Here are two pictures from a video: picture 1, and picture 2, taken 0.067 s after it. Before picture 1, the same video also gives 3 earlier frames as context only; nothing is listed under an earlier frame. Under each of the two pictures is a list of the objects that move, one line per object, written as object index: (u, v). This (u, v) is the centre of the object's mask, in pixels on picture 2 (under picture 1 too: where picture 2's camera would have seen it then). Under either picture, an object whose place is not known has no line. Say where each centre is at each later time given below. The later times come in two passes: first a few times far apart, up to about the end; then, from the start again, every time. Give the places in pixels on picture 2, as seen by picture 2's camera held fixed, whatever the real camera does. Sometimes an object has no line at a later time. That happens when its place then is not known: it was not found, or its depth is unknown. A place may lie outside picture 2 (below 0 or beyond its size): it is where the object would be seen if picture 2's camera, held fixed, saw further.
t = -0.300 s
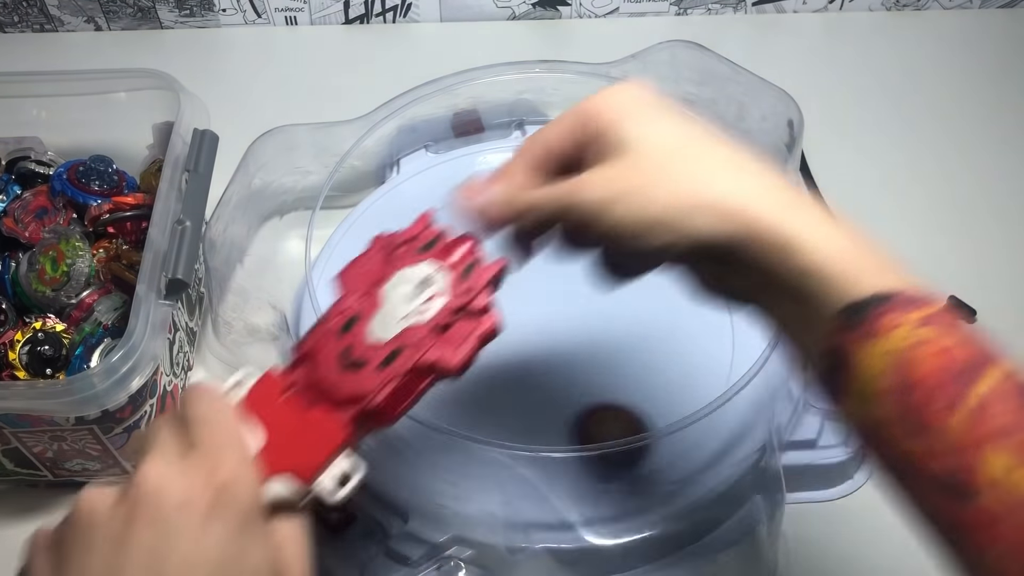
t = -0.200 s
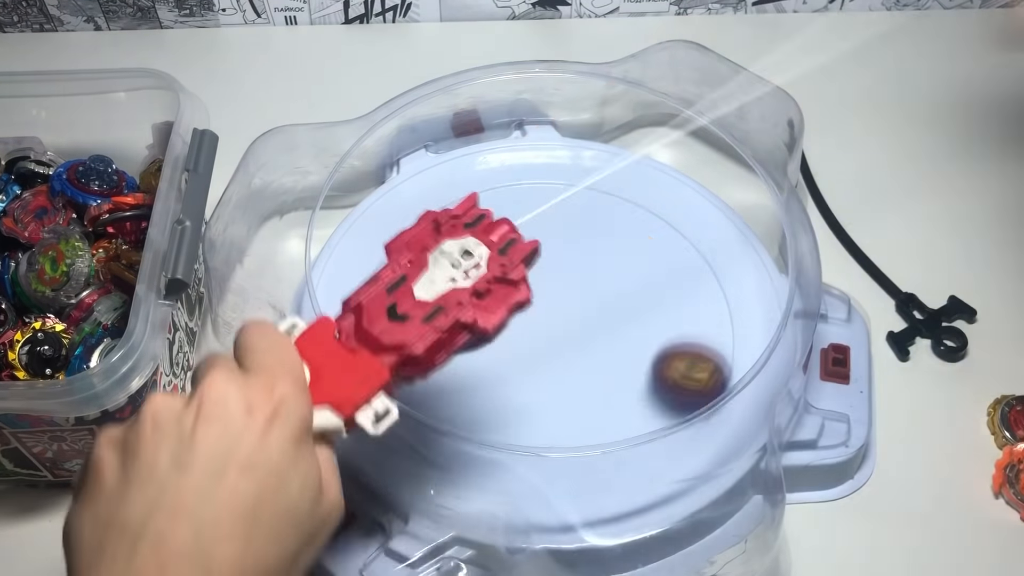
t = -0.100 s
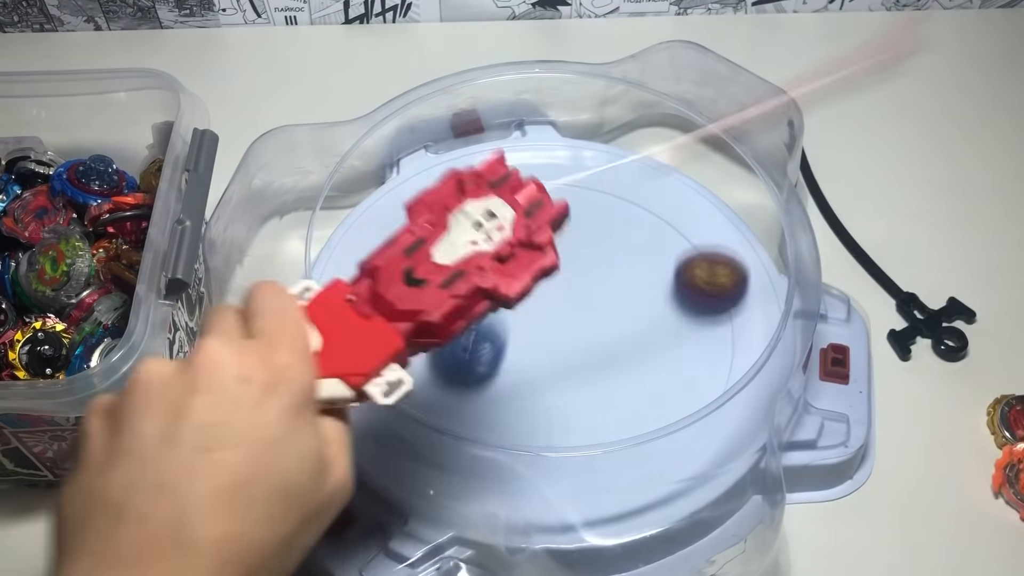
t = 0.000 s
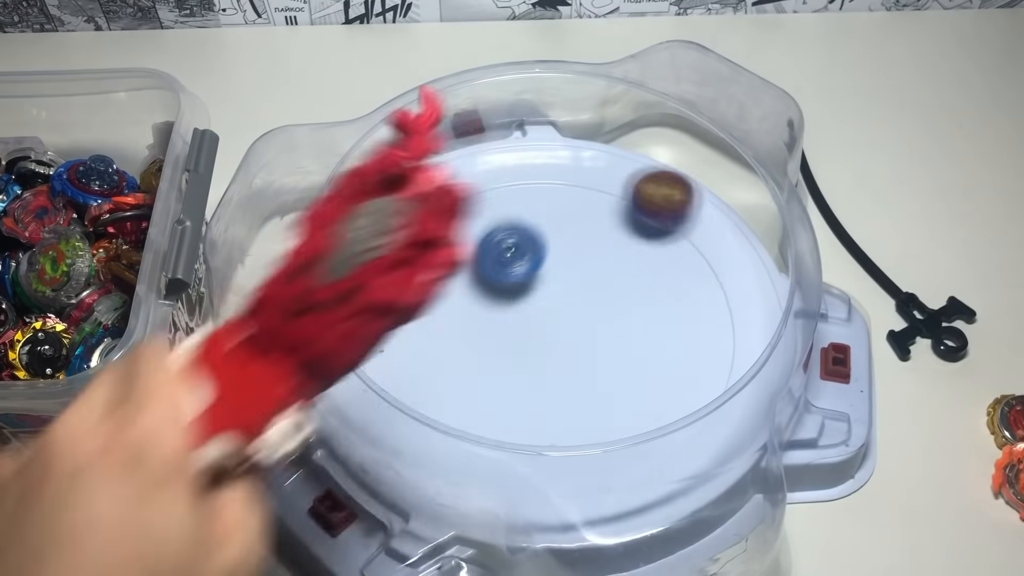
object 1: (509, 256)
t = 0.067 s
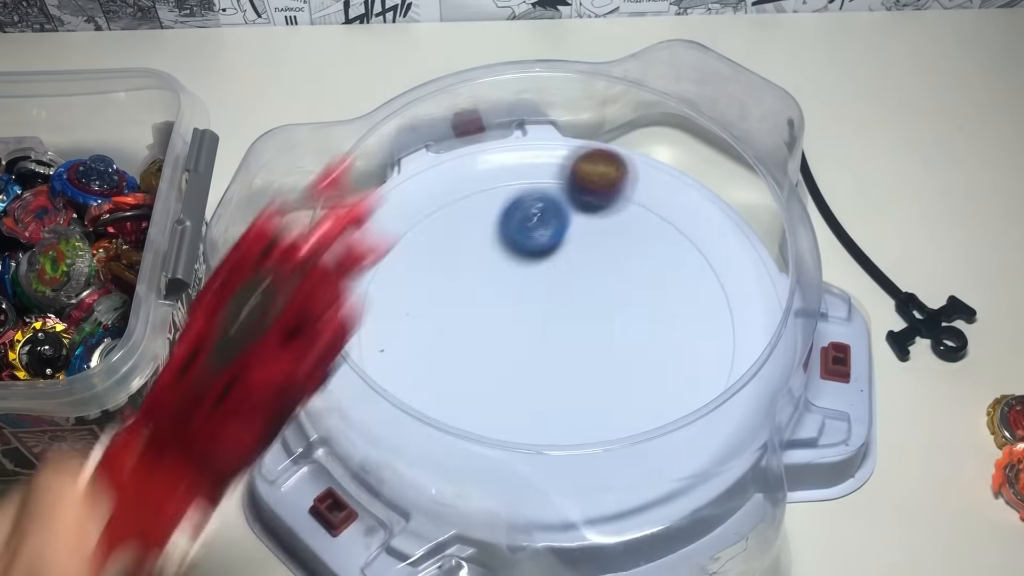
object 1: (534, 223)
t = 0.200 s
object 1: (413, 298)
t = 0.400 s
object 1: (446, 411)
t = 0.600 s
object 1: (460, 426)
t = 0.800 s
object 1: (493, 371)
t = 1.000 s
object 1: (557, 297)
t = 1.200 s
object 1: (570, 255)
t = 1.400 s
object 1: (535, 266)
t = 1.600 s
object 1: (494, 303)
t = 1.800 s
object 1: (487, 335)
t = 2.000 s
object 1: (515, 336)
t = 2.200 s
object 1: (541, 315)
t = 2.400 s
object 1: (540, 303)
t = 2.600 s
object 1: (532, 306)
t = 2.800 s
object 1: (538, 314)
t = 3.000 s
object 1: (567, 319)
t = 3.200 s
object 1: (612, 326)
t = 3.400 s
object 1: (619, 320)
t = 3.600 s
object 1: (588, 324)
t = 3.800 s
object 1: (563, 341)
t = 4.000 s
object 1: (559, 350)
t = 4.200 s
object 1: (550, 357)
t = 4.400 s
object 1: (534, 348)
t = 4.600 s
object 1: (530, 332)
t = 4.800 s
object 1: (534, 326)
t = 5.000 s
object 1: (515, 321)
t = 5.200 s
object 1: (532, 301)
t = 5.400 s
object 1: (548, 317)
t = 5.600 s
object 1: (534, 311)
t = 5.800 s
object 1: (555, 299)
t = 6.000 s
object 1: (573, 318)
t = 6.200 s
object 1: (559, 328)
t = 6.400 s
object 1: (550, 320)
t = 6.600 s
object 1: (552, 330)
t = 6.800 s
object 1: (545, 337)
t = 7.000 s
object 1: (541, 329)
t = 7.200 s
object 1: (542, 328)
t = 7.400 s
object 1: (535, 327)
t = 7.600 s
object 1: (533, 320)
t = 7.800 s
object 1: (542, 314)
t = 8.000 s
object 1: (543, 312)
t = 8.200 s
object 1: (545, 313)
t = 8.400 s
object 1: (551, 318)
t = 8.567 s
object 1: (552, 323)
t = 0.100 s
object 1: (510, 233)
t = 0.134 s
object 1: (473, 256)
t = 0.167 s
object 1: (440, 278)
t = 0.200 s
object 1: (413, 298)
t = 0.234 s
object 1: (390, 318)
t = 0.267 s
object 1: (378, 337)
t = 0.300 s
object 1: (371, 360)
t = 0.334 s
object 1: (392, 378)
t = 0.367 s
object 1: (418, 399)
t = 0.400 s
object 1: (446, 411)
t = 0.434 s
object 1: (474, 426)
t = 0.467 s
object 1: (501, 435)
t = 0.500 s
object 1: (487, 443)
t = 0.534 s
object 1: (474, 440)
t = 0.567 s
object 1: (466, 438)
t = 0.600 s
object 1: (460, 426)
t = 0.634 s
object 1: (459, 419)
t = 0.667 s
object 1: (466, 406)
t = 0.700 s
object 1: (467, 400)
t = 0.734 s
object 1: (472, 394)
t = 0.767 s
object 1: (482, 383)
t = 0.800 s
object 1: (493, 371)
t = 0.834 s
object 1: (505, 359)
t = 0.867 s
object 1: (516, 346)
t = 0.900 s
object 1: (528, 334)
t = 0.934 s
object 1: (539, 322)
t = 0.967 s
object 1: (548, 311)
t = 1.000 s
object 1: (557, 297)
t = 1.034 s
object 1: (563, 287)
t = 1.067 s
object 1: (569, 278)
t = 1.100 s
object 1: (571, 268)
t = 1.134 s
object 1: (573, 263)
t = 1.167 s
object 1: (571, 257)
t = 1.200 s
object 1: (570, 255)
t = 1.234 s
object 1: (566, 254)
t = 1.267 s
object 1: (561, 252)
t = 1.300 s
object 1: (556, 255)
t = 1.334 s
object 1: (549, 258)
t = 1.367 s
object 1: (542, 261)
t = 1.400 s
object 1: (535, 266)
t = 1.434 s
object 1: (527, 272)
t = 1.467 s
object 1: (519, 278)
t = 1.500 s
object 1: (511, 284)
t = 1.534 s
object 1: (505, 290)
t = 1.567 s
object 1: (499, 297)
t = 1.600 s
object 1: (494, 303)
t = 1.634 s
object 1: (489, 310)
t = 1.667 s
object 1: (487, 316)
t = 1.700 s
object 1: (485, 322)
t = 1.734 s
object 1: (484, 326)
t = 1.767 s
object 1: (485, 331)
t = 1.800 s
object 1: (487, 335)
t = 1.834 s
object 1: (490, 338)
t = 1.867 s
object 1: (494, 340)
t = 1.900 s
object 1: (498, 340)
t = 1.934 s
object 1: (504, 340)
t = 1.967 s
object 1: (509, 339)
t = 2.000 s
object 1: (515, 336)
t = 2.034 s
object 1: (520, 334)
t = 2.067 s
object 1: (525, 330)
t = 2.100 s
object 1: (530, 326)
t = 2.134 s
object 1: (534, 322)
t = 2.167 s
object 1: (539, 318)
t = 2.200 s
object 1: (541, 315)
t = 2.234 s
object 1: (543, 312)
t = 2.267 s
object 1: (544, 309)
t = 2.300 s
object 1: (543, 307)
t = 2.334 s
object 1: (542, 305)
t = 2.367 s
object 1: (541, 304)
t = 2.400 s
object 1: (540, 303)
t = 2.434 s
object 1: (538, 303)
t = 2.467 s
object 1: (536, 303)
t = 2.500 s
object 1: (534, 305)
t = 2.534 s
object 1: (533, 304)
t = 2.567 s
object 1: (533, 305)
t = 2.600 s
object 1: (532, 306)
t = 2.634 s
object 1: (532, 308)
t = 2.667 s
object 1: (532, 310)
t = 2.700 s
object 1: (533, 312)
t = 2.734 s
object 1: (534, 312)
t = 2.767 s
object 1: (536, 313)
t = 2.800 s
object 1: (538, 314)
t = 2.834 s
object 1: (542, 314)
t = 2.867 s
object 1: (546, 315)
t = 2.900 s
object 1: (550, 316)
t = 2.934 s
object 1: (555, 316)
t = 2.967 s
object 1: (561, 317)
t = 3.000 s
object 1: (567, 319)
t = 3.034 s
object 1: (573, 321)
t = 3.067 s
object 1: (581, 323)
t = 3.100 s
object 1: (589, 325)
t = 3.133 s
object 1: (596, 325)
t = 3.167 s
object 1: (604, 326)
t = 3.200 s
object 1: (612, 326)
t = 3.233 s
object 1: (618, 326)
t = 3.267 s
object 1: (622, 324)
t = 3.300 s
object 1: (624, 323)
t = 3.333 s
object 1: (623, 322)
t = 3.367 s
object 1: (622, 321)
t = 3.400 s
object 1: (619, 320)
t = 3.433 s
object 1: (615, 319)
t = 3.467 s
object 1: (610, 319)
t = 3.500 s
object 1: (605, 320)
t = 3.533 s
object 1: (599, 321)
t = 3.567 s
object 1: (594, 322)
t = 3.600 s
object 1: (588, 324)
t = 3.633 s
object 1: (583, 326)
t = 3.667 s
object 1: (579, 329)
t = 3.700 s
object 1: (574, 332)
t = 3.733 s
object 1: (570, 335)
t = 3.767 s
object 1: (566, 338)
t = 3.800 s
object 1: (563, 341)
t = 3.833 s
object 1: (561, 343)
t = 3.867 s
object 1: (559, 344)
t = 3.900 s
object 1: (559, 346)
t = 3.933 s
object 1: (559, 347)
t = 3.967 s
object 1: (559, 349)
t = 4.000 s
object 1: (559, 350)
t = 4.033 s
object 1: (559, 352)
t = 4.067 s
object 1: (559, 353)
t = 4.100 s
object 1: (558, 355)
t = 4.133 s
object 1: (555, 356)
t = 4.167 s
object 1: (552, 356)
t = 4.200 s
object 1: (550, 357)
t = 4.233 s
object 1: (547, 357)
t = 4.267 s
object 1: (543, 356)
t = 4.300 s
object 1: (541, 355)
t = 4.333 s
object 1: (538, 353)
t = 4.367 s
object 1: (536, 350)
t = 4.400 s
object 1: (534, 348)
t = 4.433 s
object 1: (533, 345)
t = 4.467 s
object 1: (531, 342)
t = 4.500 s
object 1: (530, 340)
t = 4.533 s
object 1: (530, 337)
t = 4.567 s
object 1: (530, 335)
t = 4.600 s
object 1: (530, 332)
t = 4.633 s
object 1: (531, 329)
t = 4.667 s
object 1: (532, 327)
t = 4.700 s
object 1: (533, 326)
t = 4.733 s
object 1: (534, 326)
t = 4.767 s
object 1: (534, 326)
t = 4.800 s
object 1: (534, 326)
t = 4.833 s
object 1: (532, 327)
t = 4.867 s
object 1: (529, 328)
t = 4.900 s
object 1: (525, 328)
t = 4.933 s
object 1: (521, 327)
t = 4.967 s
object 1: (518, 324)
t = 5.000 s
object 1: (515, 321)
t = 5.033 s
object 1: (514, 316)
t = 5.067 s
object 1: (515, 312)
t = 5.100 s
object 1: (518, 307)
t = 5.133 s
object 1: (522, 304)
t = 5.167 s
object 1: (527, 302)
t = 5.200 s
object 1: (532, 301)
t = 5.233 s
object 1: (538, 301)
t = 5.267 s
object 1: (543, 303)
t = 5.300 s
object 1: (546, 306)
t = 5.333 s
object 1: (549, 310)
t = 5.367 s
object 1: (549, 314)
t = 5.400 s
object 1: (548, 317)
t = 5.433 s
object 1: (546, 320)
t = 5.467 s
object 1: (543, 321)
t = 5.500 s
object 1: (539, 320)
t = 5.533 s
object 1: (537, 319)
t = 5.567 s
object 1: (535, 316)
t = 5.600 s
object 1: (534, 311)
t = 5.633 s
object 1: (535, 307)
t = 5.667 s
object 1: (538, 303)
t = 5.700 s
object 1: (541, 300)
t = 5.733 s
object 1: (545, 299)
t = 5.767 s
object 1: (550, 298)
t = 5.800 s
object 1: (555, 299)
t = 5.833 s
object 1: (560, 301)
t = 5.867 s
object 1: (564, 304)
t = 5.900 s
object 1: (568, 307)
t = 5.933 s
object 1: (571, 310)
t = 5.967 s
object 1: (572, 314)
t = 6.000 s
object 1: (573, 318)
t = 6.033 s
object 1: (573, 321)
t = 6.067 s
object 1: (571, 324)
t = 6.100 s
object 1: (569, 327)
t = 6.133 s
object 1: (566, 328)
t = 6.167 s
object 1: (563, 328)
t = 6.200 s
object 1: (559, 328)
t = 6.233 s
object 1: (556, 327)
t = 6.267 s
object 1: (553, 326)
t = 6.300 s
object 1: (551, 324)
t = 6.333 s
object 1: (550, 322)
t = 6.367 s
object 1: (550, 321)
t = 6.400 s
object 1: (550, 320)
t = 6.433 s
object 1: (550, 321)
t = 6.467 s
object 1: (551, 322)
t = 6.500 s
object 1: (552, 323)
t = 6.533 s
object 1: (552, 325)
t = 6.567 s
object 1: (553, 327)
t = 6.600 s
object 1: (552, 330)
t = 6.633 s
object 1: (552, 332)
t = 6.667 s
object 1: (551, 334)
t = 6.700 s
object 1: (549, 336)
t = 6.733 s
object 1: (548, 337)
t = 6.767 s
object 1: (546, 337)
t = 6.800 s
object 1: (545, 337)
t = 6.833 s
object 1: (544, 337)
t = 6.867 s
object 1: (543, 336)
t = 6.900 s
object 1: (542, 334)
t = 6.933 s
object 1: (541, 333)
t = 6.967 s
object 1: (541, 331)
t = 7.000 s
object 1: (541, 329)
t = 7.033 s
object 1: (541, 328)
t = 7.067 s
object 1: (541, 327)
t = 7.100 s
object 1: (542, 327)
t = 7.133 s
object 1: (542, 327)
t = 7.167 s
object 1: (542, 328)
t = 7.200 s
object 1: (542, 328)
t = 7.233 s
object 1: (542, 329)
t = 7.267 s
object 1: (541, 329)
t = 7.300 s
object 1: (539, 329)
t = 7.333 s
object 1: (538, 329)
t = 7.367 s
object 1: (536, 328)
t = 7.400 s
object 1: (535, 327)
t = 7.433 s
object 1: (533, 326)
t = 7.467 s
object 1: (532, 326)
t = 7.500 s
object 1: (532, 324)
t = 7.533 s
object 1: (532, 322)
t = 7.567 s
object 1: (532, 321)
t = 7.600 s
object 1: (533, 320)
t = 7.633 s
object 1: (534, 319)
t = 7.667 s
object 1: (536, 318)
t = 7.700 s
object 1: (538, 317)
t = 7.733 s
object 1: (540, 315)
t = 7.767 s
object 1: (541, 314)
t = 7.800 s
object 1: (542, 314)
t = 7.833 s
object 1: (542, 314)
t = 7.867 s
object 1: (543, 313)
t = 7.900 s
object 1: (543, 313)
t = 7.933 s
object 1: (543, 313)
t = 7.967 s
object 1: (543, 312)
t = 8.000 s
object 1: (543, 312)
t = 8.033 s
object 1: (543, 312)
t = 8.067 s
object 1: (543, 312)
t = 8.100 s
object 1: (544, 312)
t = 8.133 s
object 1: (544, 312)
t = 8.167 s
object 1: (545, 312)
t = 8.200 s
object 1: (545, 313)
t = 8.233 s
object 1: (546, 314)
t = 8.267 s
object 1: (547, 315)
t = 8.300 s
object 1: (549, 315)
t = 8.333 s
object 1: (549, 316)
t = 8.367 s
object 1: (550, 317)
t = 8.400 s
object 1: (551, 318)
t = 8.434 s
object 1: (551, 319)
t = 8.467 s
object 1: (552, 321)
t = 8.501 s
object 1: (552, 322)
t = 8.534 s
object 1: (552, 323)
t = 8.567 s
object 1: (552, 323)
